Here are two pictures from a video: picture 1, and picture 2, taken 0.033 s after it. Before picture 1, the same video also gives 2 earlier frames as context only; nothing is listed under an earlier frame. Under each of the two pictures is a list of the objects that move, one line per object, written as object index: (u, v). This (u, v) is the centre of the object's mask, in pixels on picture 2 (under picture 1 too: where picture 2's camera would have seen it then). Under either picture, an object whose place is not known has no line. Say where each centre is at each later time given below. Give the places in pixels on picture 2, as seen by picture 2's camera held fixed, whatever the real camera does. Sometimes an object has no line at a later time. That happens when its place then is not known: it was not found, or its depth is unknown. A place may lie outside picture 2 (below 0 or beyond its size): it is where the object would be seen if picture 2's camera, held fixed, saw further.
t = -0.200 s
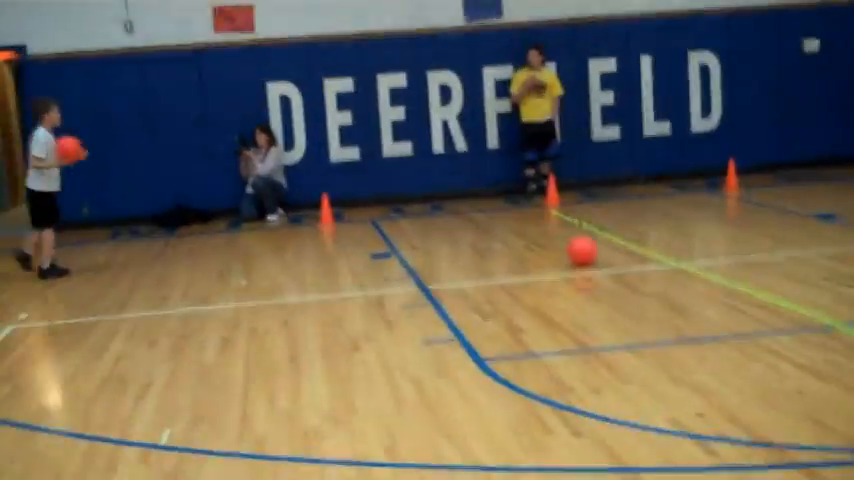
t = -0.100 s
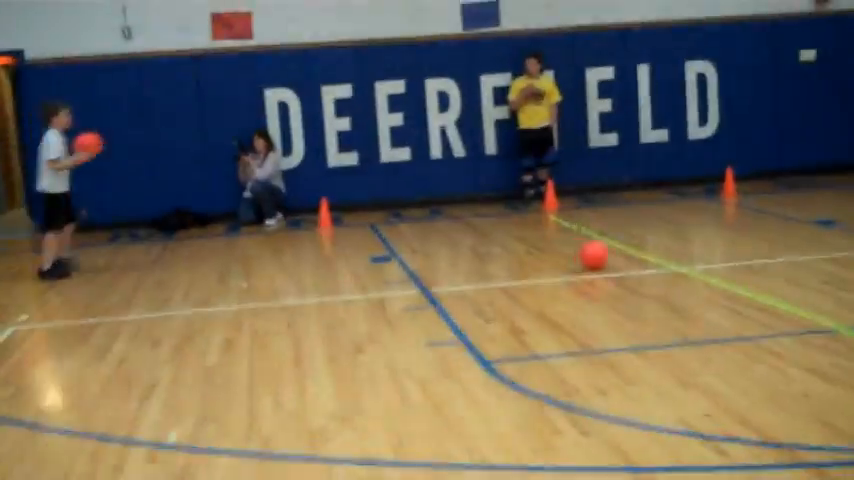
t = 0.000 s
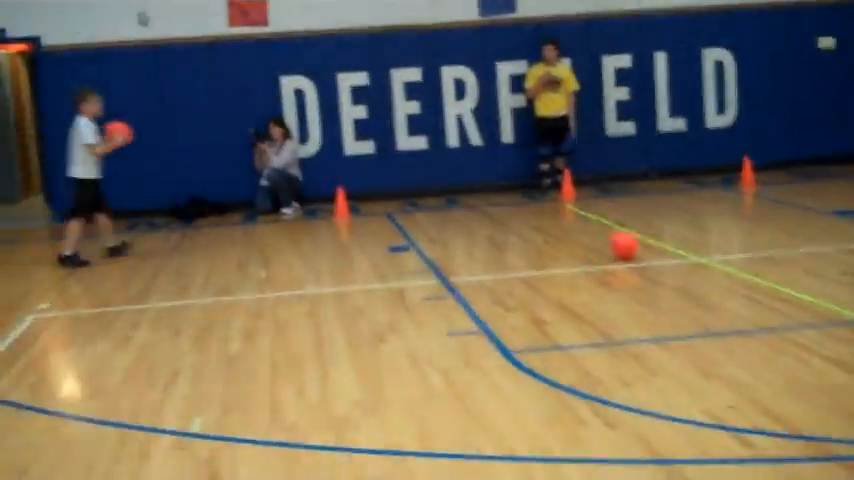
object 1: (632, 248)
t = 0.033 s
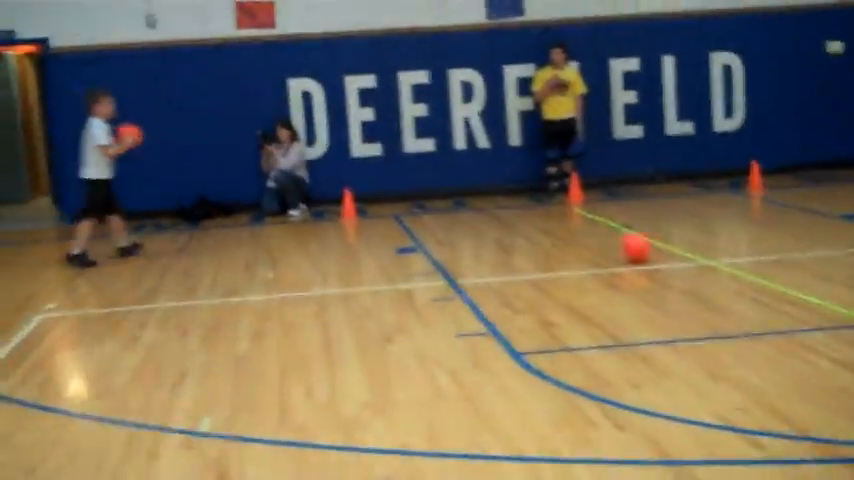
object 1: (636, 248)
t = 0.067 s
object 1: (640, 248)
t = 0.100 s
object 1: (643, 247)
